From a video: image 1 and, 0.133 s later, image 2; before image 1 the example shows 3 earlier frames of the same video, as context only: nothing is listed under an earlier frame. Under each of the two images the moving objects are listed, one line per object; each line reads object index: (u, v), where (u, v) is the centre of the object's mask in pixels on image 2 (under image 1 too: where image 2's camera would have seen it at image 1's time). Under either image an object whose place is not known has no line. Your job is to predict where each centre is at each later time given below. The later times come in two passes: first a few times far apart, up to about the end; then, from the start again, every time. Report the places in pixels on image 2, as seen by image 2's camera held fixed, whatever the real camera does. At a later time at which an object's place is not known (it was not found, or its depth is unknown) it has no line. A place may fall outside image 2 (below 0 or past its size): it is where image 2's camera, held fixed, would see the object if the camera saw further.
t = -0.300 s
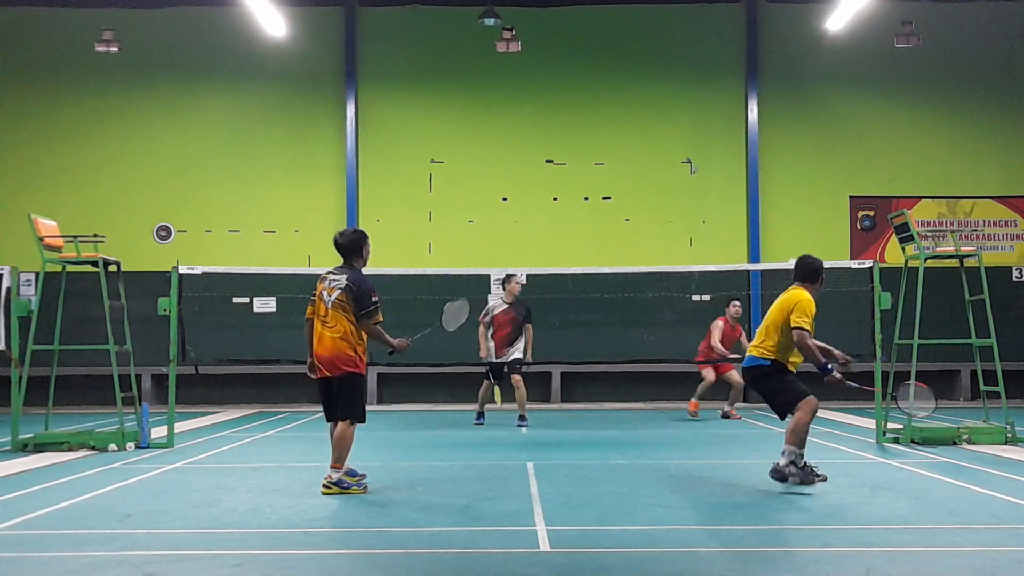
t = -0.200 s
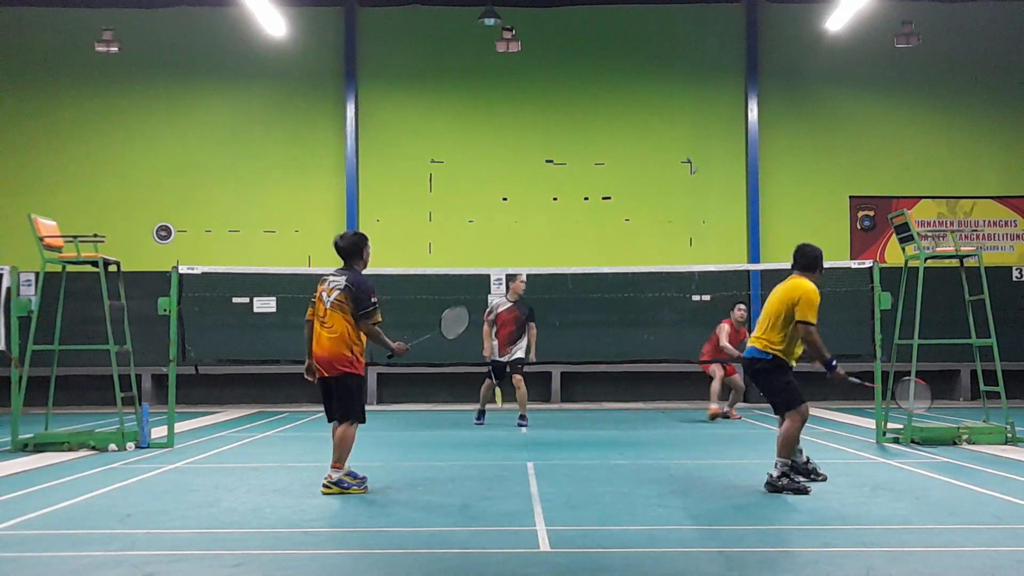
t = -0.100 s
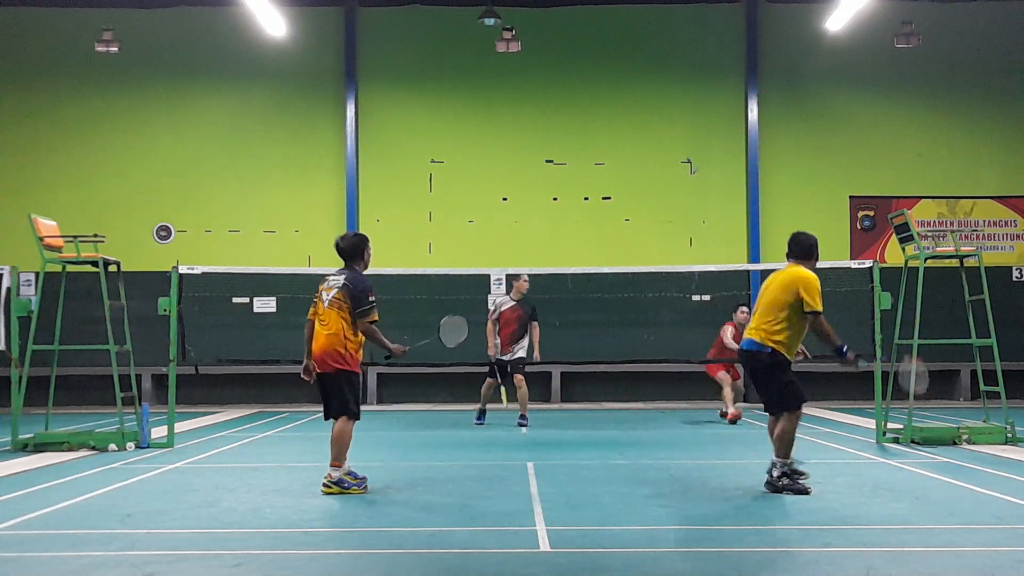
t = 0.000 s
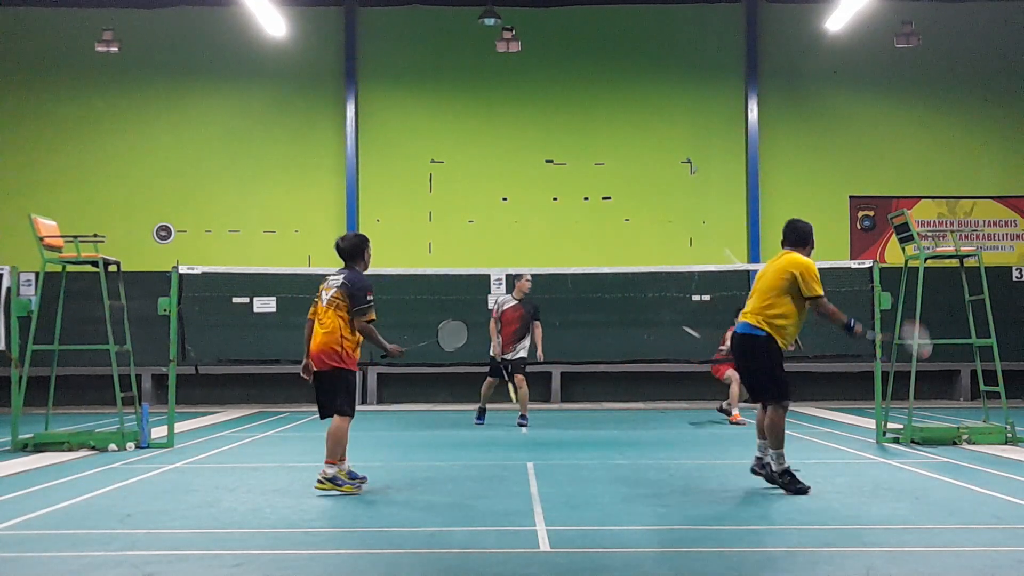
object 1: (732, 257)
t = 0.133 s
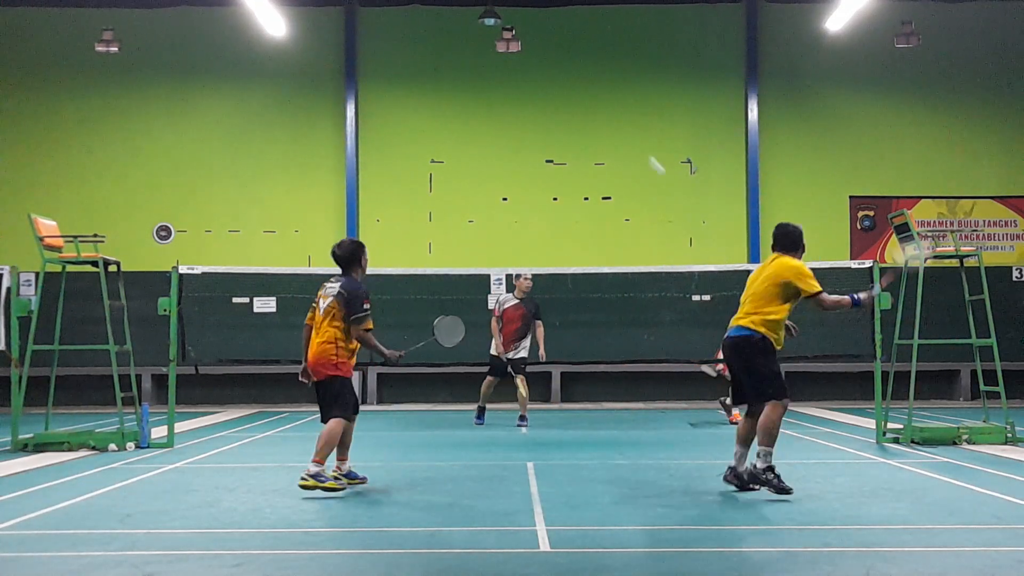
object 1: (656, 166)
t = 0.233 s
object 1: (607, 118)
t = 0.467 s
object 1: (506, 65)
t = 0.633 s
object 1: (440, 75)
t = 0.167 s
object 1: (639, 148)
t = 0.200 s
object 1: (623, 132)
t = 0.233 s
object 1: (607, 118)
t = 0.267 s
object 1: (592, 105)
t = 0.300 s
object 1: (577, 95)
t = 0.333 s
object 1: (563, 86)
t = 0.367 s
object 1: (548, 78)
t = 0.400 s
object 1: (534, 73)
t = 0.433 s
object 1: (520, 68)
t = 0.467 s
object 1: (506, 65)
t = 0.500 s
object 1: (493, 64)
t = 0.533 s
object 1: (479, 64)
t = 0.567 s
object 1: (466, 66)
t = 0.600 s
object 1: (453, 69)
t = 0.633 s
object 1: (440, 75)
